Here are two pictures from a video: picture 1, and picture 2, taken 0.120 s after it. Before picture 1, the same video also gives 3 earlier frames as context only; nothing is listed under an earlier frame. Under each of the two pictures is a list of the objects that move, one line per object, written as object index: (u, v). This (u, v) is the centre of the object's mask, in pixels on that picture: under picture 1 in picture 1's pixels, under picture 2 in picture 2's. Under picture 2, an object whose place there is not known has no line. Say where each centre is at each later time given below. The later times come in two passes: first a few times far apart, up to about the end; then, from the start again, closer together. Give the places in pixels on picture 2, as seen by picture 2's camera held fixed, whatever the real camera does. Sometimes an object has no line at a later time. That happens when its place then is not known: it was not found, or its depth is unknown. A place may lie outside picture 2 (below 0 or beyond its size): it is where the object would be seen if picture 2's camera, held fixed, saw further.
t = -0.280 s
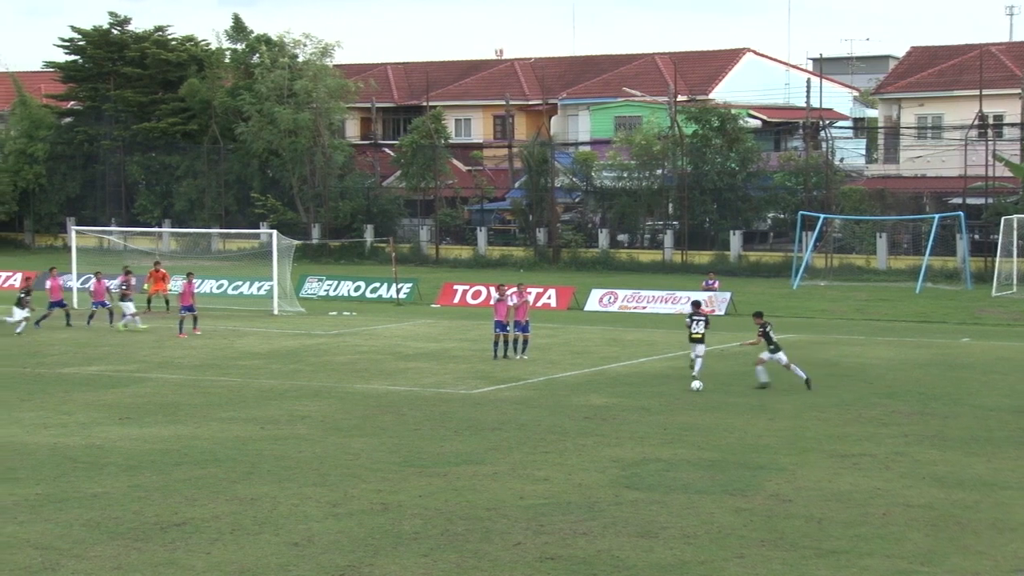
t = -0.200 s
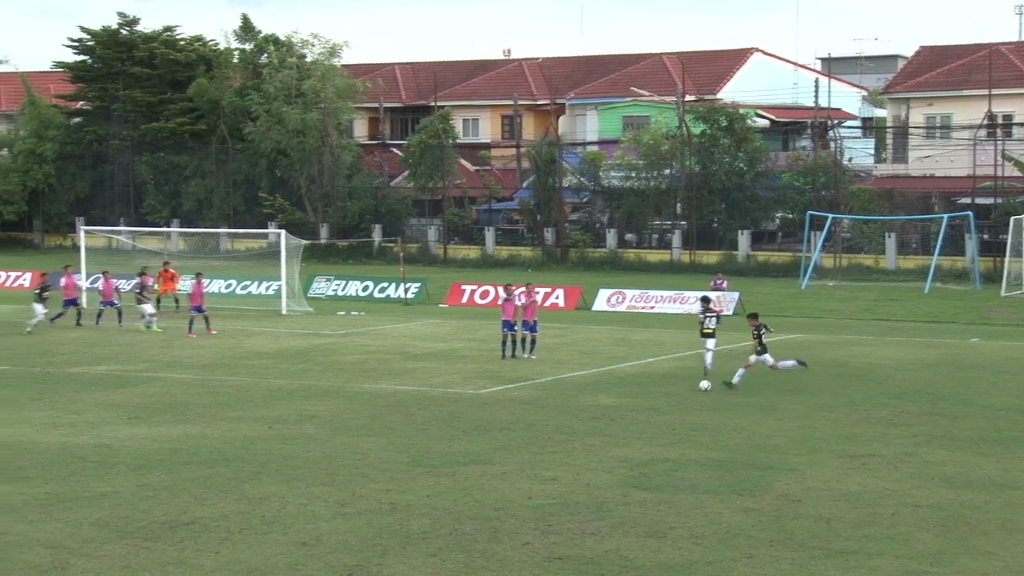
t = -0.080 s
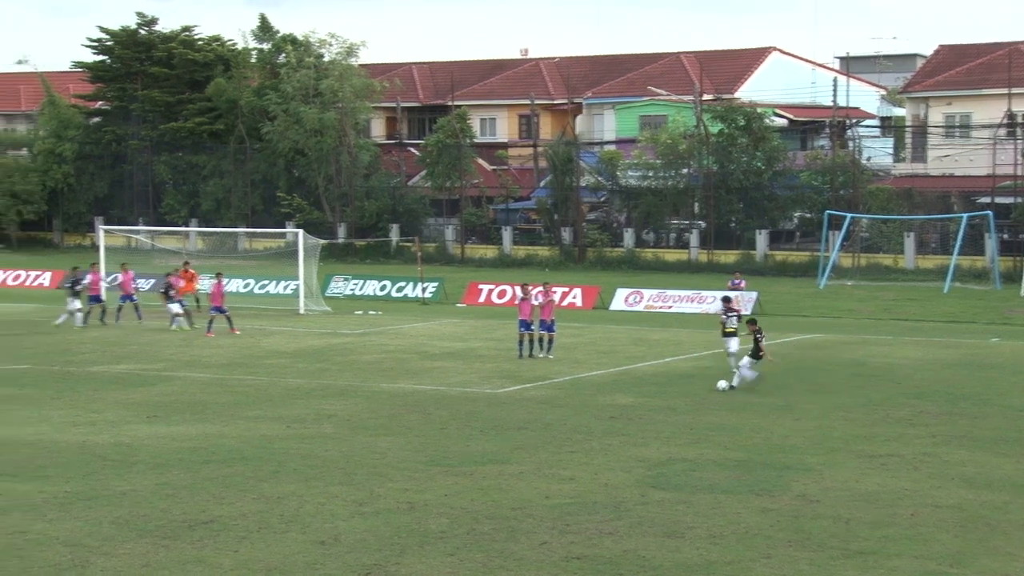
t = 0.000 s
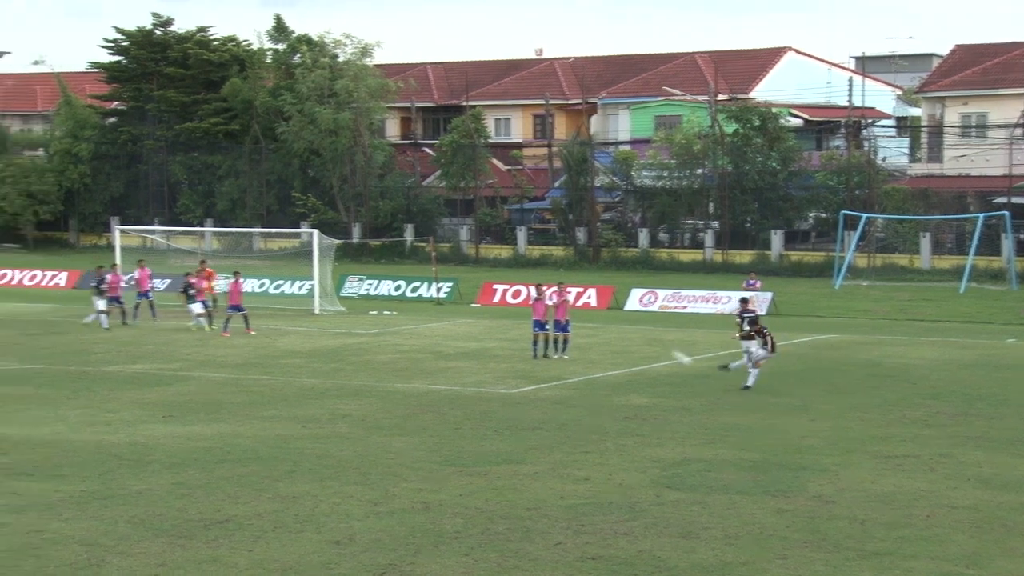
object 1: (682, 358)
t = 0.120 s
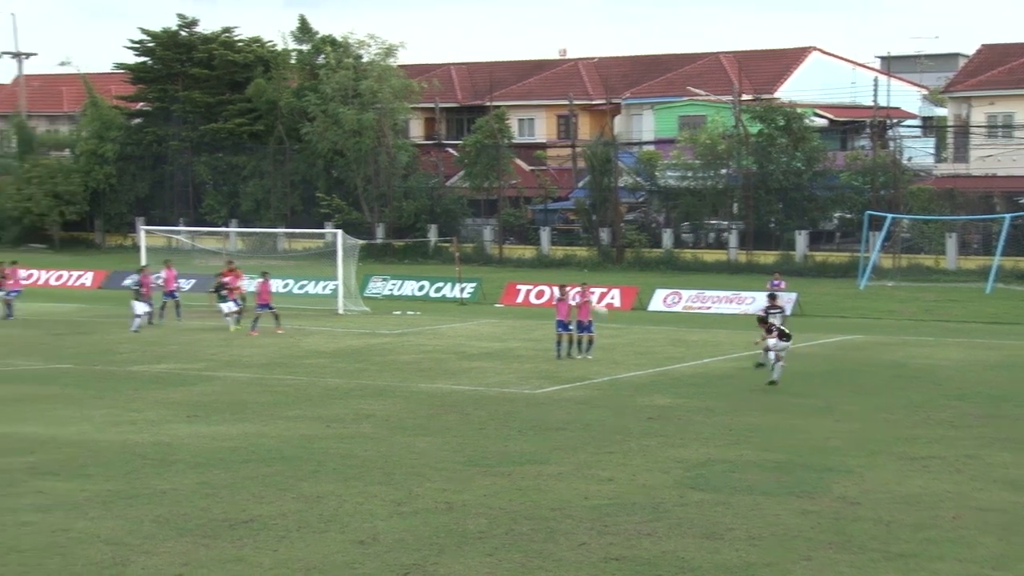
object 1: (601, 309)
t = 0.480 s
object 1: (392, 232)
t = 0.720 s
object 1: (312, 221)
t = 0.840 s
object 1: (285, 225)
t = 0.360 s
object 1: (447, 248)
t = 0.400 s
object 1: (428, 242)
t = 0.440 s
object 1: (410, 236)
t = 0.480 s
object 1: (392, 232)
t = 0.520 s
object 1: (376, 227)
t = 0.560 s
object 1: (362, 225)
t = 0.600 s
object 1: (348, 223)
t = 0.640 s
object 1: (335, 222)
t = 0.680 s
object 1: (324, 221)
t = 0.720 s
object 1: (312, 221)
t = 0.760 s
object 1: (302, 222)
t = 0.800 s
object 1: (293, 223)
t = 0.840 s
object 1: (285, 225)
